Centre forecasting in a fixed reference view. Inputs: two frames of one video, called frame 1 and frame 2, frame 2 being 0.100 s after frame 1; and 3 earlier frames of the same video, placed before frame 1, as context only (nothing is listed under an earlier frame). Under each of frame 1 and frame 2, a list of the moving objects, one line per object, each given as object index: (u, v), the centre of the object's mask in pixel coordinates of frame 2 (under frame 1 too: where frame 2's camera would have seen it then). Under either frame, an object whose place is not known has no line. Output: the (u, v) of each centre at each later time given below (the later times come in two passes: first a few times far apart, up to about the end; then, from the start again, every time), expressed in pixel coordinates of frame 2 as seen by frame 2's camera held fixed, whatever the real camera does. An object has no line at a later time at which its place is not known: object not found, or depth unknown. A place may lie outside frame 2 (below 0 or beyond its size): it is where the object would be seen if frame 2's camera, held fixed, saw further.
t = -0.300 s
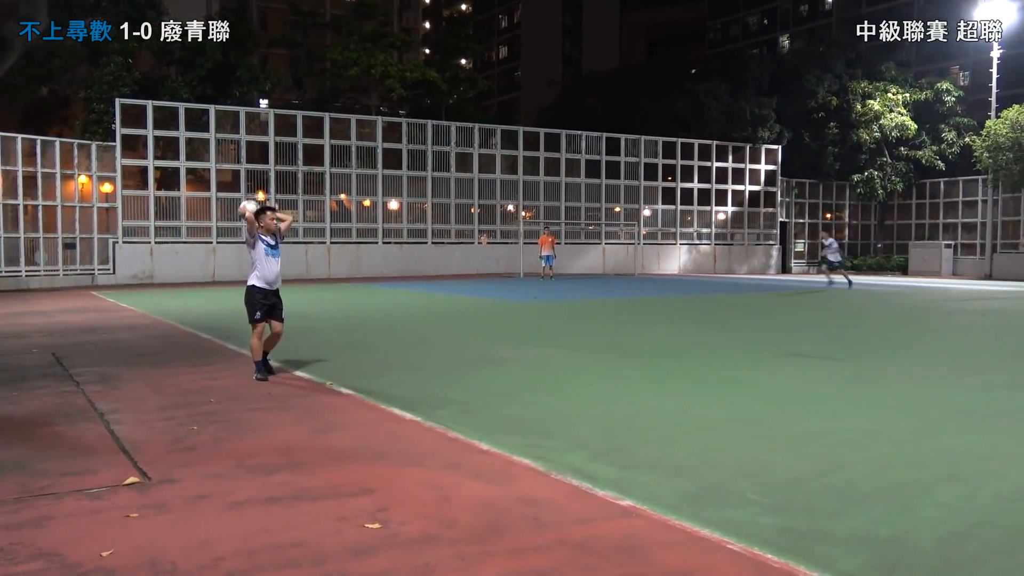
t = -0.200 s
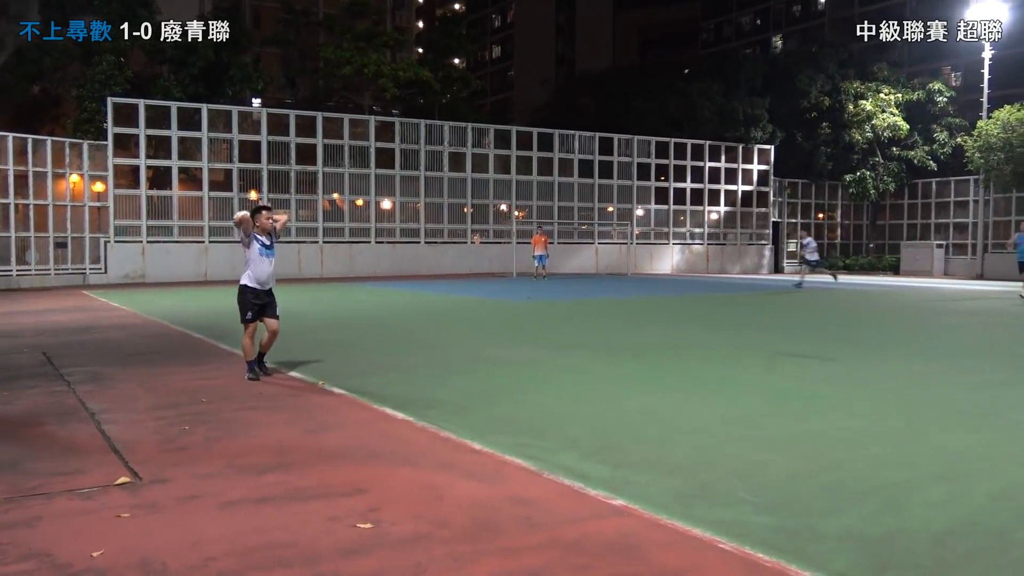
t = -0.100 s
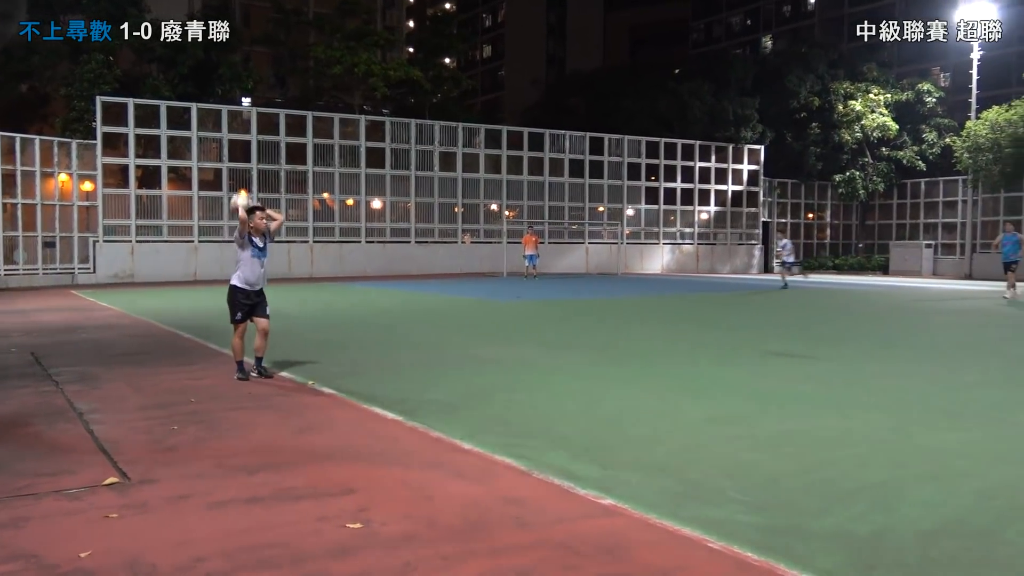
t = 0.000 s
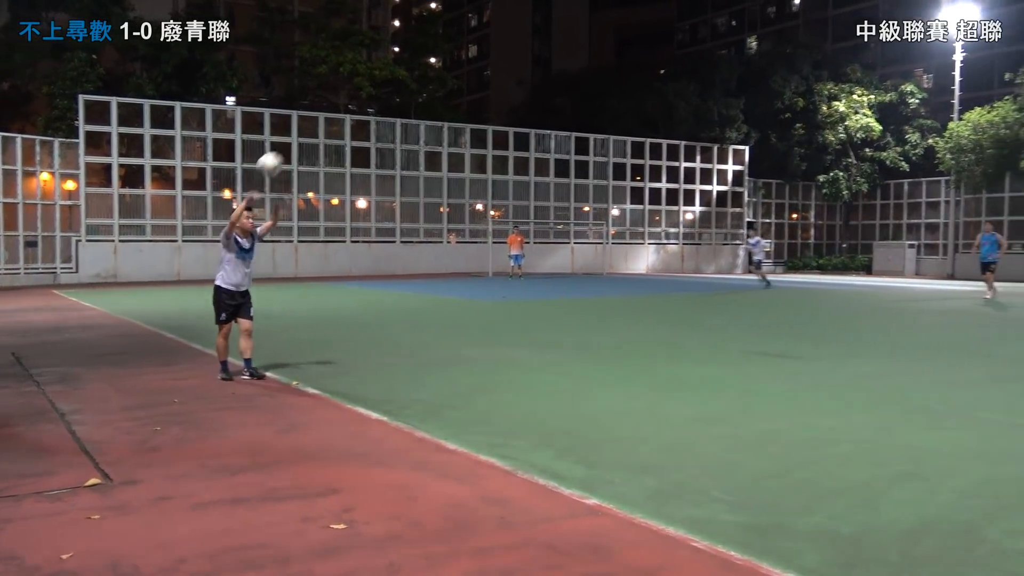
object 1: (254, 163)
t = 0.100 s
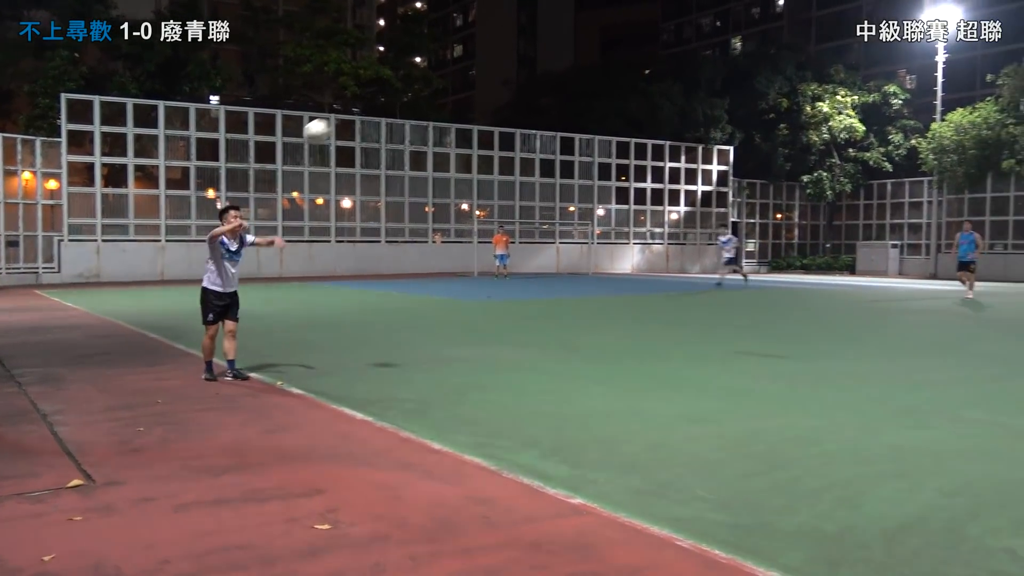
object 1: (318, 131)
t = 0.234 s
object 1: (411, 102)
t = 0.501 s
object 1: (629, 101)
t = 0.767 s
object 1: (899, 202)
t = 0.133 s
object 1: (340, 122)
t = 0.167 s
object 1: (364, 114)
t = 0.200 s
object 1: (387, 107)
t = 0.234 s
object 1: (411, 102)
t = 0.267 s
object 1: (436, 97)
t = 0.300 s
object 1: (461, 94)
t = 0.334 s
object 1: (487, 92)
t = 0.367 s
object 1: (514, 90)
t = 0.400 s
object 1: (542, 91)
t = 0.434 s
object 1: (570, 93)
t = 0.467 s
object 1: (600, 96)
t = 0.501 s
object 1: (629, 101)
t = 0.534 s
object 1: (660, 107)
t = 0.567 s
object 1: (692, 116)
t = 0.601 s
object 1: (724, 126)
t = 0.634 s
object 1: (758, 137)
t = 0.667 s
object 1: (792, 151)
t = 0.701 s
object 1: (826, 166)
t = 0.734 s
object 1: (863, 183)
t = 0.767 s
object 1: (899, 202)
